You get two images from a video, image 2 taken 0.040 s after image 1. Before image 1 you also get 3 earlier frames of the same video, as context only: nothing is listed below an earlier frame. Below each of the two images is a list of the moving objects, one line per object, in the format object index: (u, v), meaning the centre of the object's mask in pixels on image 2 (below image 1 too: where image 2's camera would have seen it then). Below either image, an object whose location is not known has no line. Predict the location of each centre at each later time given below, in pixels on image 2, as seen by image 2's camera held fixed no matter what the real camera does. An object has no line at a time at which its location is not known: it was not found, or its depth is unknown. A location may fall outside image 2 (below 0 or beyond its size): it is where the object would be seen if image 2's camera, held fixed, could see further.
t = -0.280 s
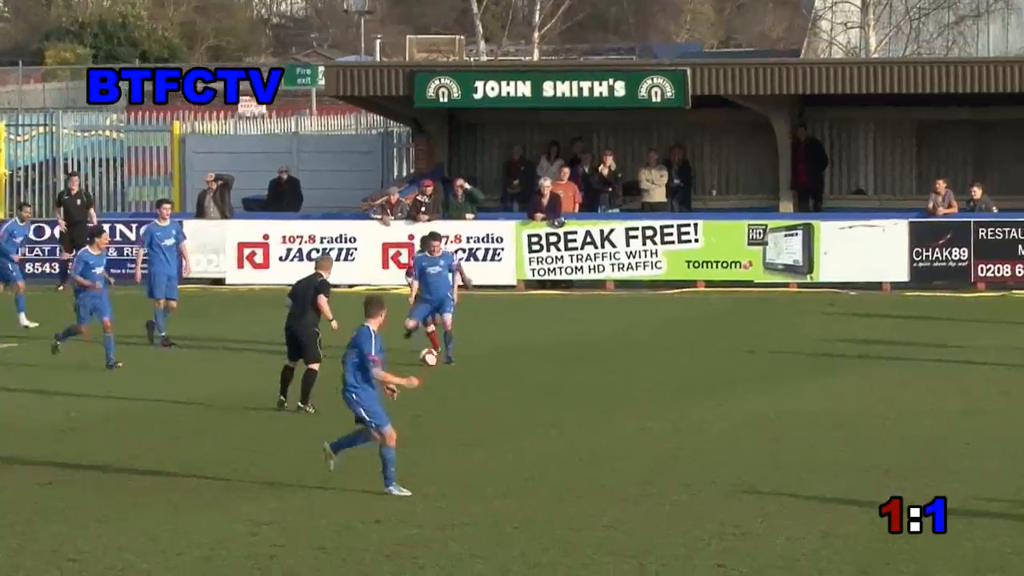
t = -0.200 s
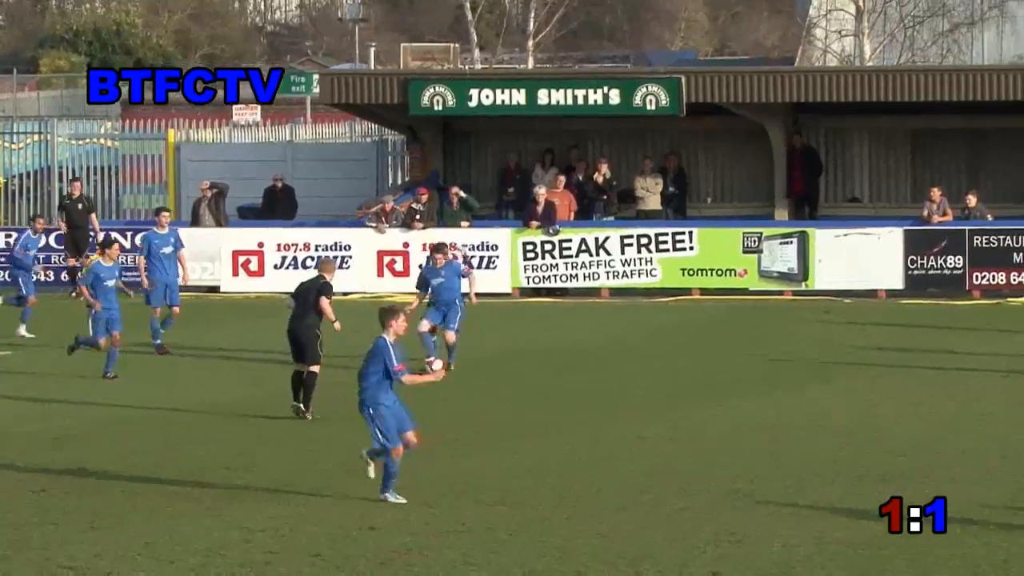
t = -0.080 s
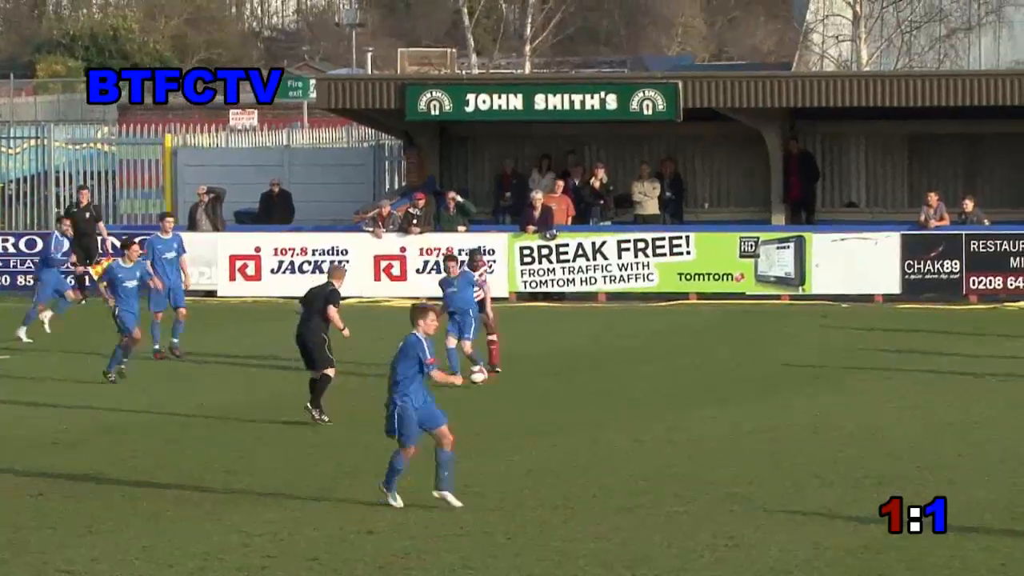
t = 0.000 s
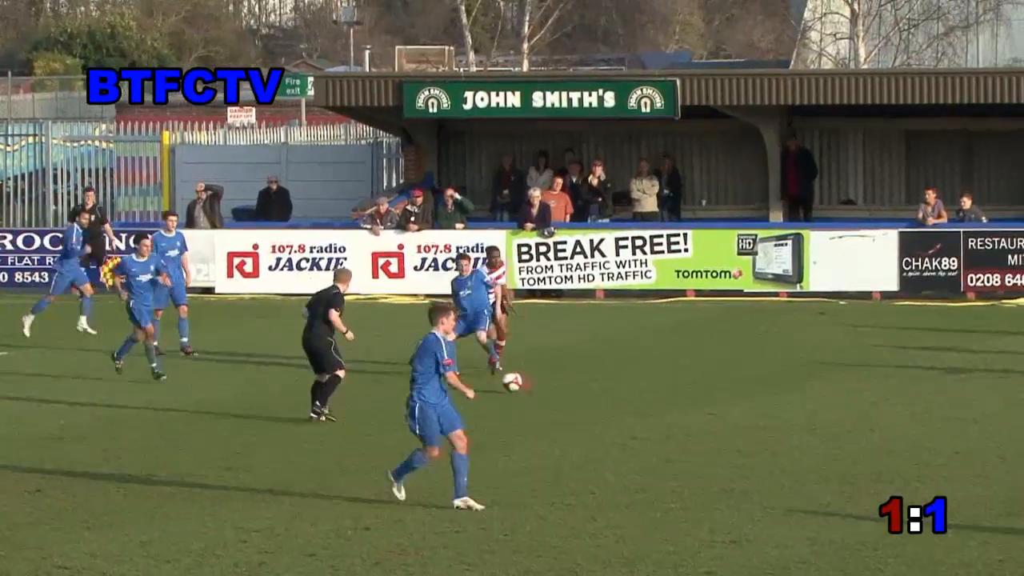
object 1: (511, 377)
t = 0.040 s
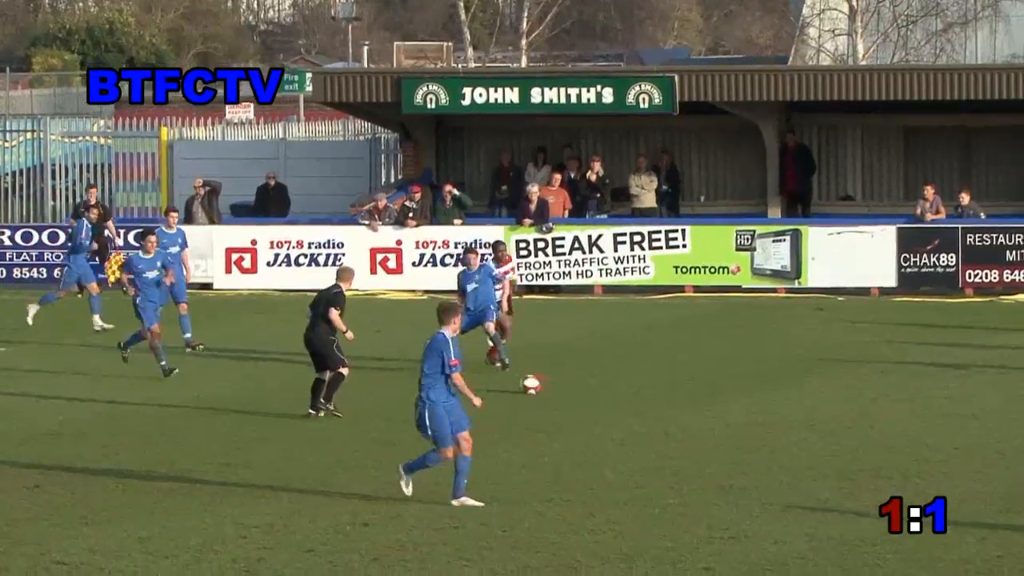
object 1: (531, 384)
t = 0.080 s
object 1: (549, 384)
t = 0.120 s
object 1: (566, 383)
